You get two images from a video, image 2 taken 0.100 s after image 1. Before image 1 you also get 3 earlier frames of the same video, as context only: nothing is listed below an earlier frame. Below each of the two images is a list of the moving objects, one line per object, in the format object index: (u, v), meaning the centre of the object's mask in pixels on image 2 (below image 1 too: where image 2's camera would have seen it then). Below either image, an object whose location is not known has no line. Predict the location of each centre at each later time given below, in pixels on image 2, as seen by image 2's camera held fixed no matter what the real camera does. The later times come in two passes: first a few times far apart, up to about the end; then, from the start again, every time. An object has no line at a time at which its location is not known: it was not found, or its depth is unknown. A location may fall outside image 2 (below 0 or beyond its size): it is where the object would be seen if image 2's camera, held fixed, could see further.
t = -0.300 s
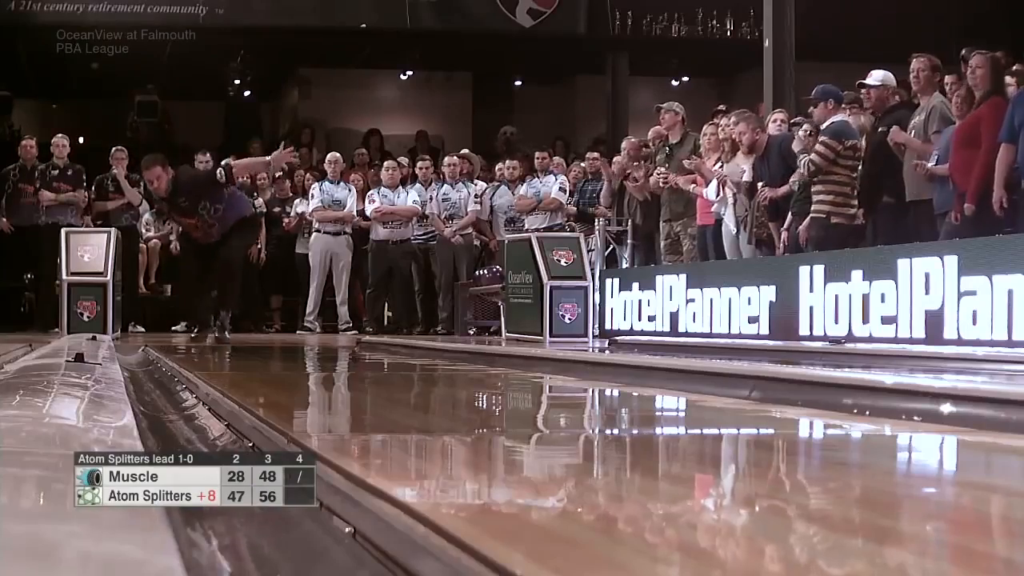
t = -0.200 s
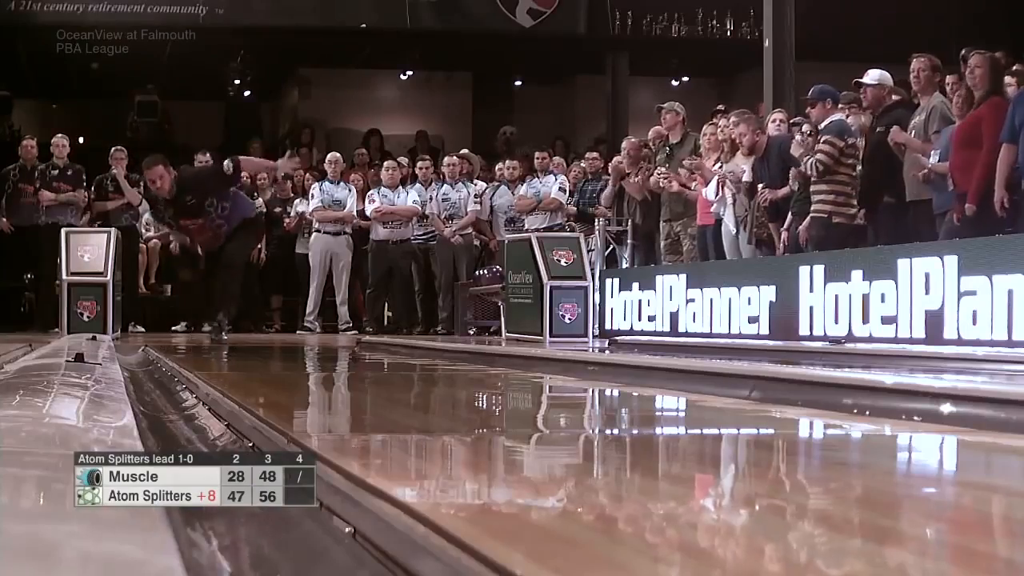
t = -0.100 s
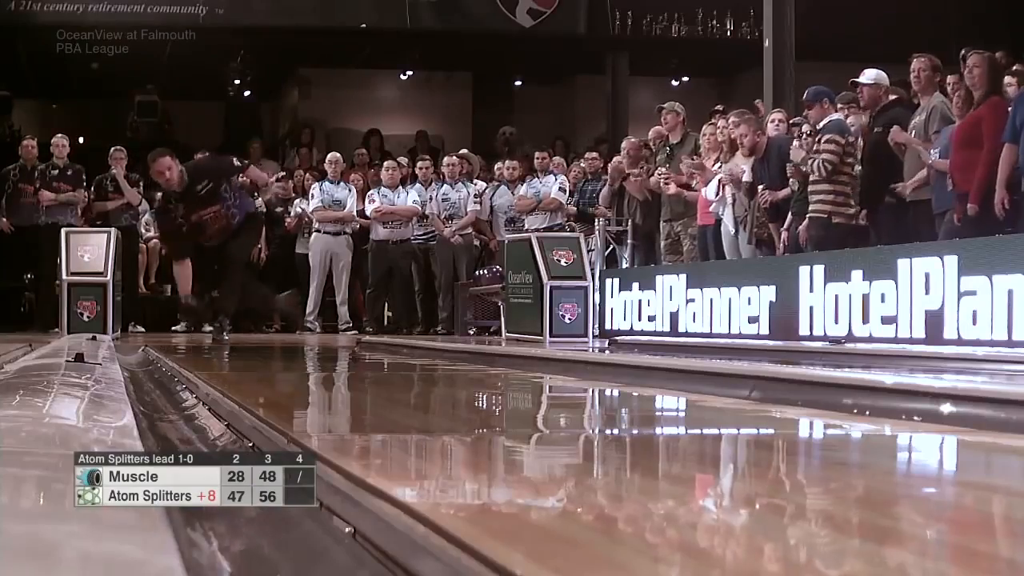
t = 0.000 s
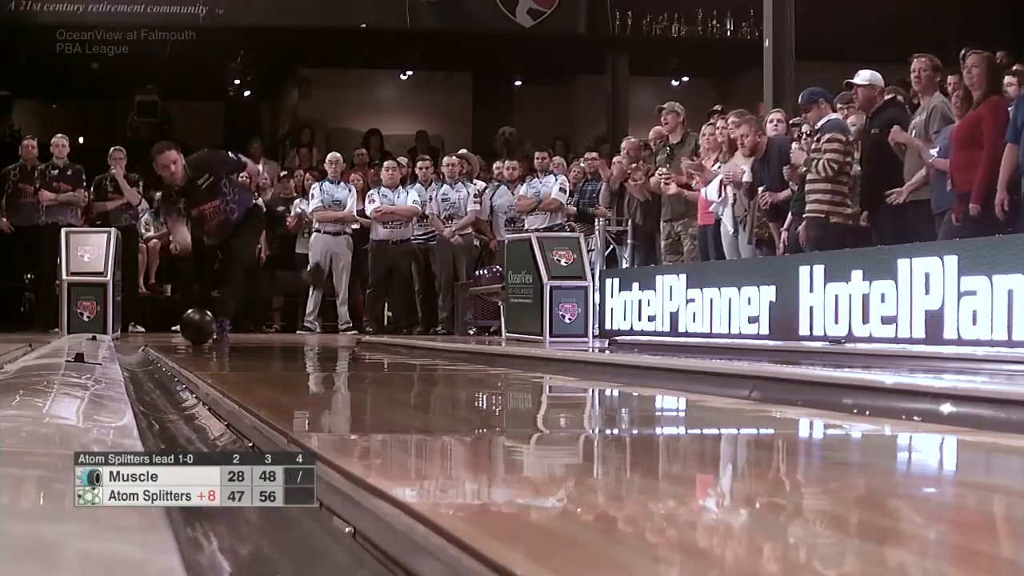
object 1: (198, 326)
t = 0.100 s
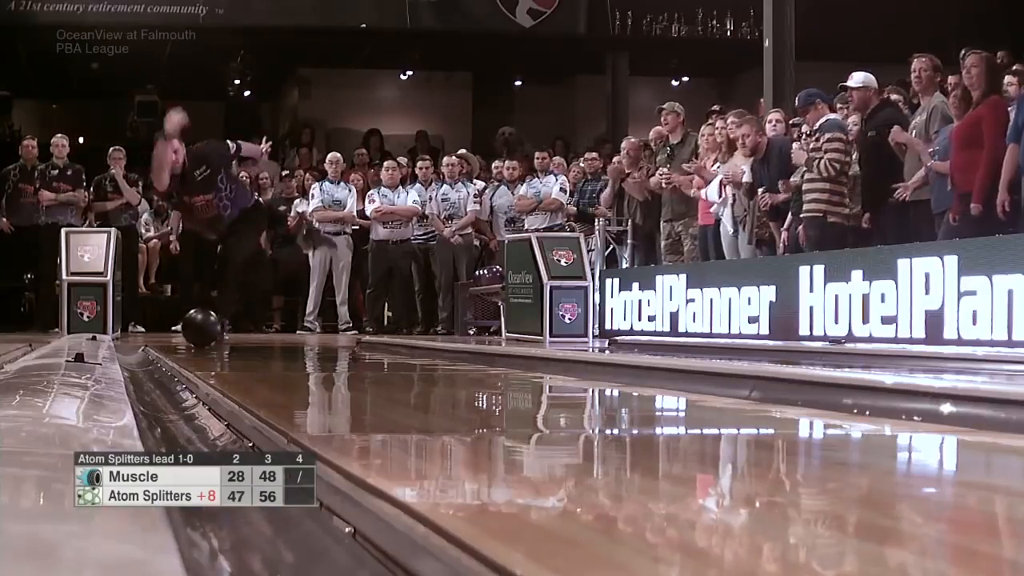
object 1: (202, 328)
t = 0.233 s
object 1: (206, 329)
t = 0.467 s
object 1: (220, 332)
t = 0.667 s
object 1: (242, 335)
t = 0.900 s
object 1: (286, 342)
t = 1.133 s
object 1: (397, 359)
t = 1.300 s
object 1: (629, 388)
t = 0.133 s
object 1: (203, 328)
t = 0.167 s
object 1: (203, 328)
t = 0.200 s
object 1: (205, 329)
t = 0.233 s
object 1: (206, 329)
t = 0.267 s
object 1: (208, 329)
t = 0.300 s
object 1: (209, 329)
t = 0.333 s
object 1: (211, 330)
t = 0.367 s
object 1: (213, 331)
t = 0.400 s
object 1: (215, 331)
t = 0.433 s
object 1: (217, 331)
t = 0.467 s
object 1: (220, 332)
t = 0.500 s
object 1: (224, 332)
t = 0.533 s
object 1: (227, 332)
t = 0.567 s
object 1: (231, 333)
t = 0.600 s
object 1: (234, 334)
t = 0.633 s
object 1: (238, 335)
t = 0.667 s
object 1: (242, 335)
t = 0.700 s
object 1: (246, 336)
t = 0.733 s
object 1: (251, 336)
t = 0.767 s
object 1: (257, 338)
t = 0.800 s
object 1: (262, 339)
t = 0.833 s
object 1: (269, 340)
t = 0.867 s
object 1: (277, 341)
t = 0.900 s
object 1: (286, 342)
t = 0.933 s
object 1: (296, 344)
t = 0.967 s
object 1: (307, 346)
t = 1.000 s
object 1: (319, 348)
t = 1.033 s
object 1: (335, 350)
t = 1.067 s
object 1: (352, 353)
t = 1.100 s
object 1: (373, 357)
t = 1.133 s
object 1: (397, 359)
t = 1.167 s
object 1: (427, 363)
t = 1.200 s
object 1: (461, 368)
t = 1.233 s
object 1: (503, 373)
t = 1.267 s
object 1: (556, 380)
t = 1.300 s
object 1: (629, 388)
